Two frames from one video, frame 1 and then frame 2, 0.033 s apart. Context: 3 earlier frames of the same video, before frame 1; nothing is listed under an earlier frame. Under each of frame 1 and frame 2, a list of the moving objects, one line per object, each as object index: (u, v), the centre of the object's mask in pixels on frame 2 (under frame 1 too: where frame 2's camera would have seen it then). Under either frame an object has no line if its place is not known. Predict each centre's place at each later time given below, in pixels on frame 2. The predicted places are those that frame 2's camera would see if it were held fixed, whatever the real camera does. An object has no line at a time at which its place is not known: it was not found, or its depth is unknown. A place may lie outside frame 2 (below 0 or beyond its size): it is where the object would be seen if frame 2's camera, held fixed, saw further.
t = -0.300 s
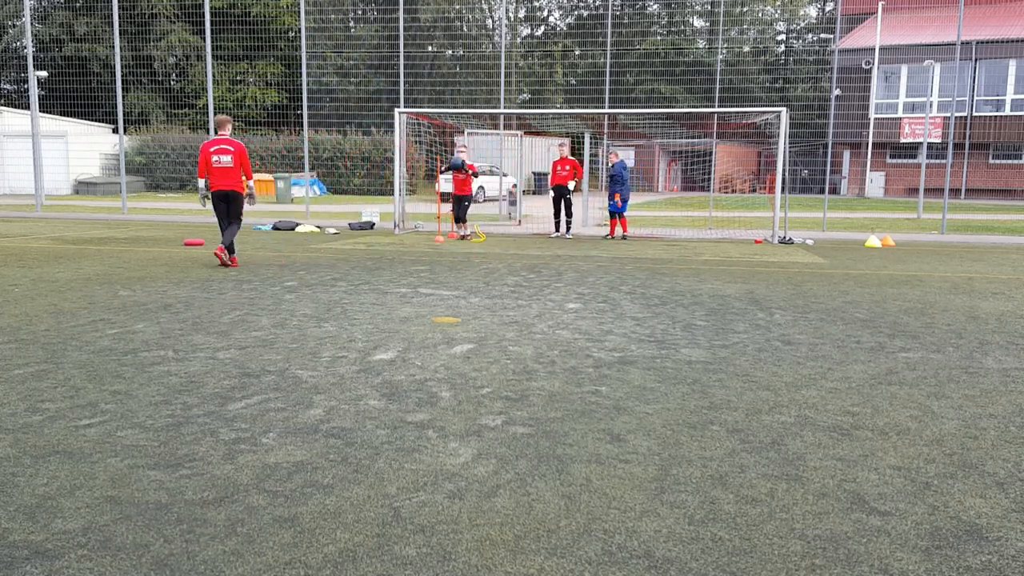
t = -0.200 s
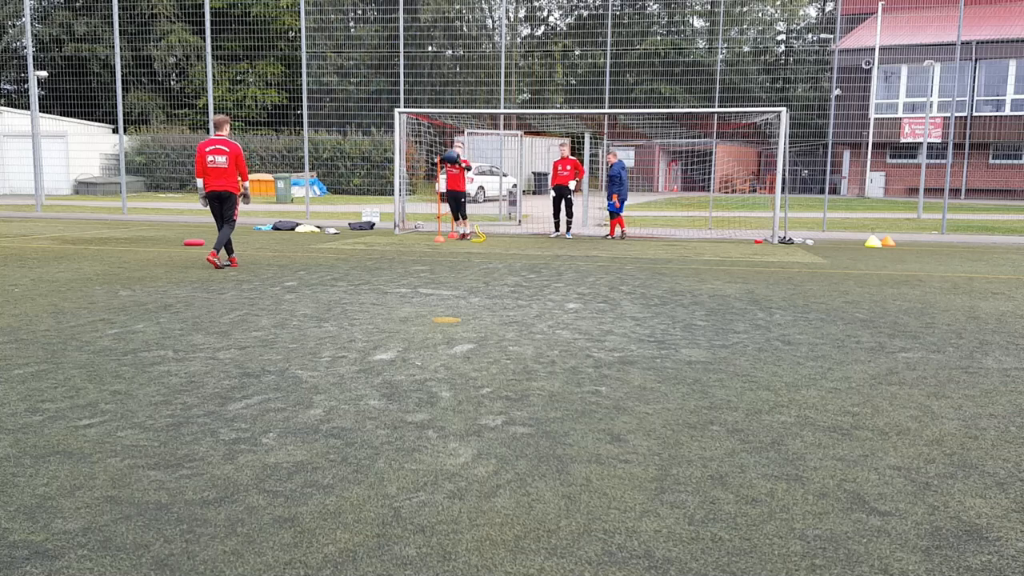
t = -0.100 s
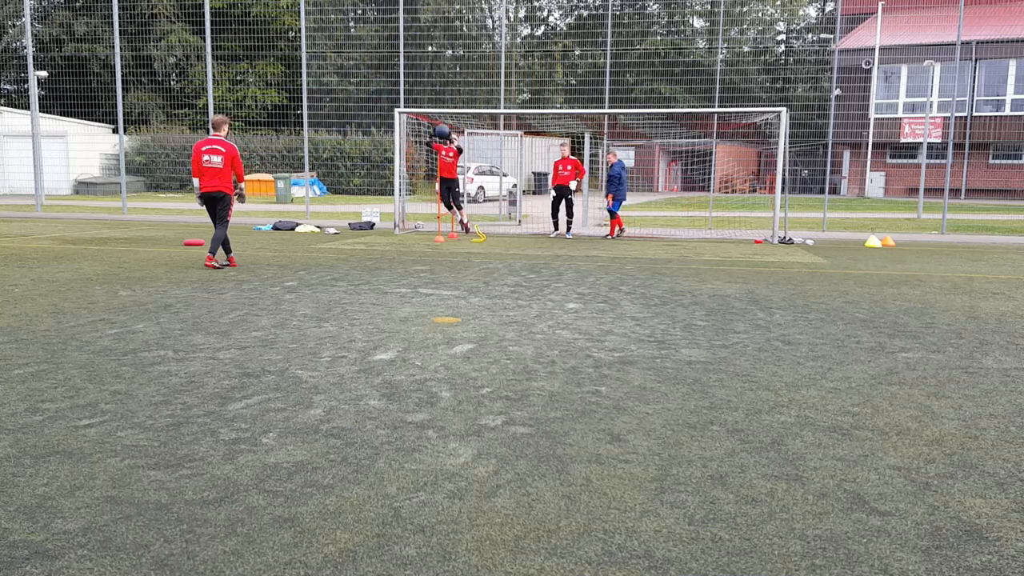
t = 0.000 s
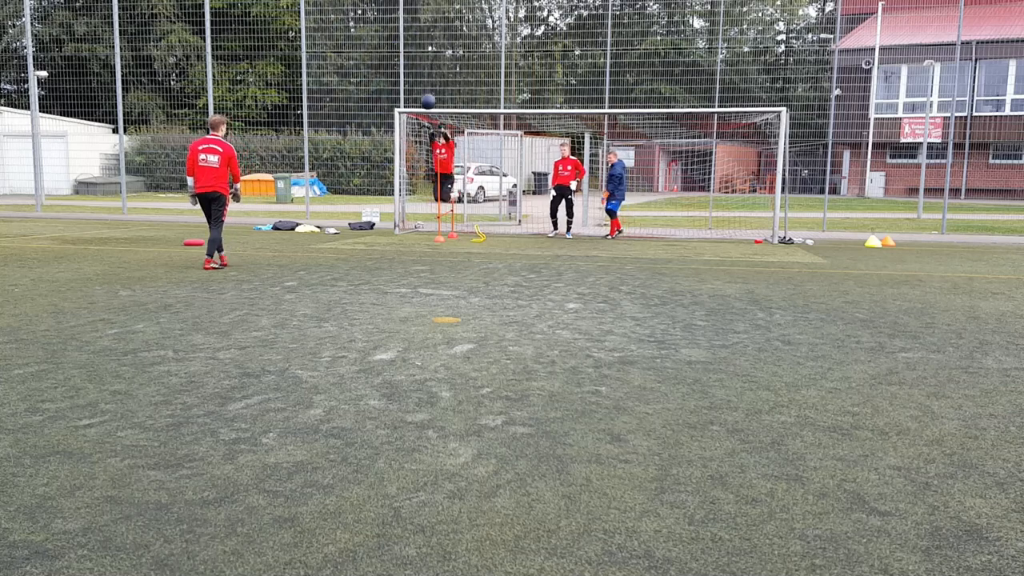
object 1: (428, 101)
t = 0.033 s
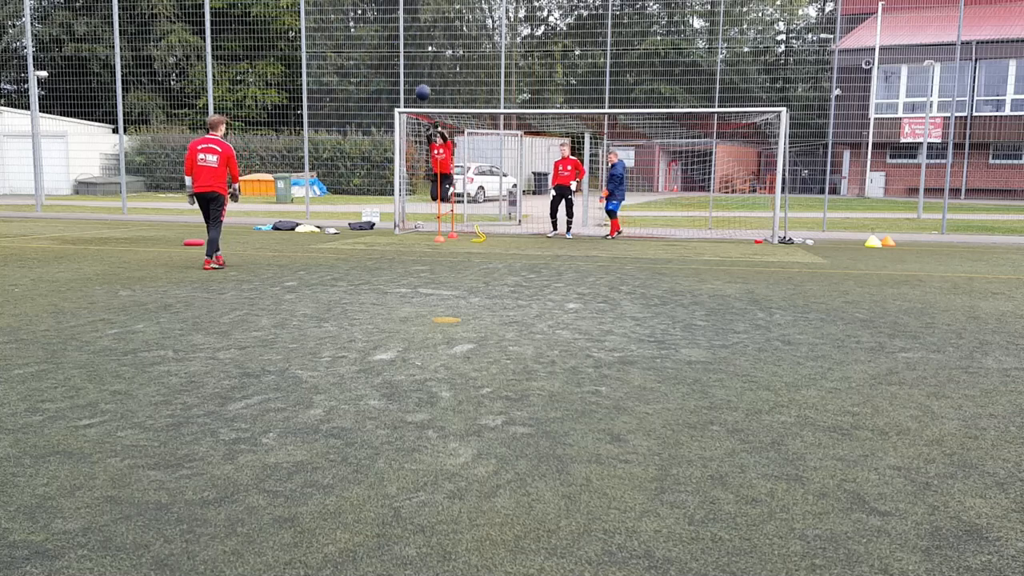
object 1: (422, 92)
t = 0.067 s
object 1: (417, 83)
